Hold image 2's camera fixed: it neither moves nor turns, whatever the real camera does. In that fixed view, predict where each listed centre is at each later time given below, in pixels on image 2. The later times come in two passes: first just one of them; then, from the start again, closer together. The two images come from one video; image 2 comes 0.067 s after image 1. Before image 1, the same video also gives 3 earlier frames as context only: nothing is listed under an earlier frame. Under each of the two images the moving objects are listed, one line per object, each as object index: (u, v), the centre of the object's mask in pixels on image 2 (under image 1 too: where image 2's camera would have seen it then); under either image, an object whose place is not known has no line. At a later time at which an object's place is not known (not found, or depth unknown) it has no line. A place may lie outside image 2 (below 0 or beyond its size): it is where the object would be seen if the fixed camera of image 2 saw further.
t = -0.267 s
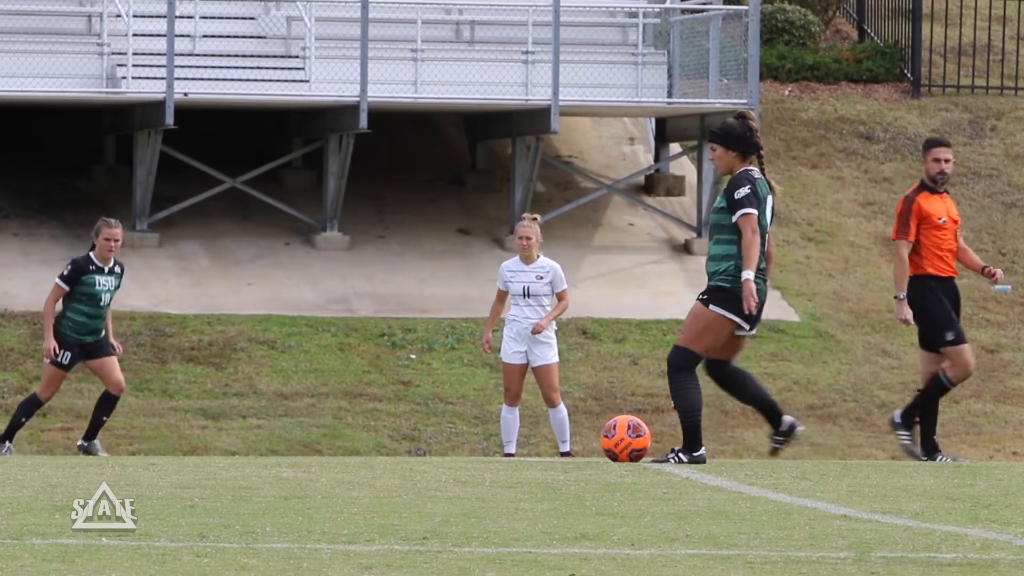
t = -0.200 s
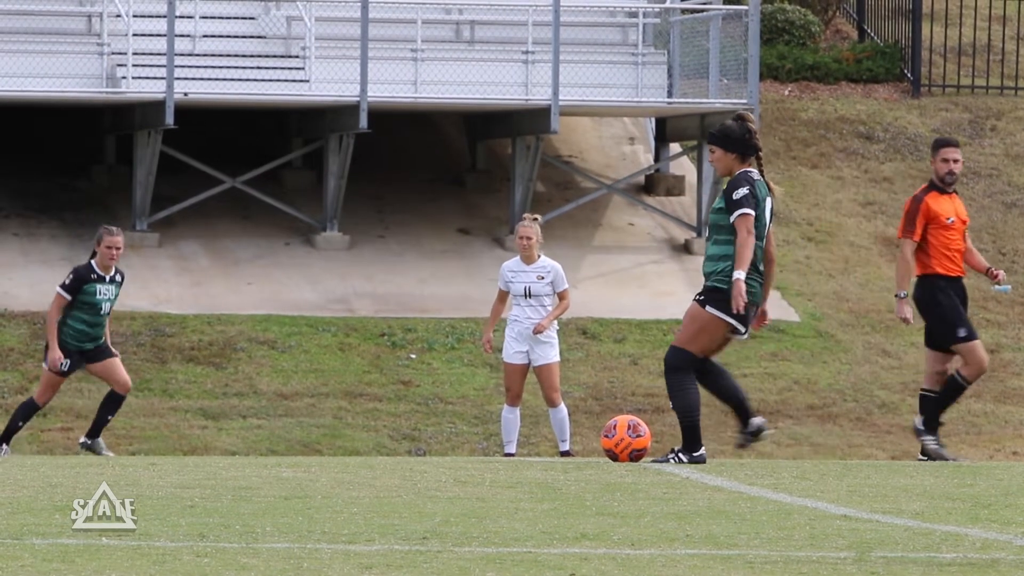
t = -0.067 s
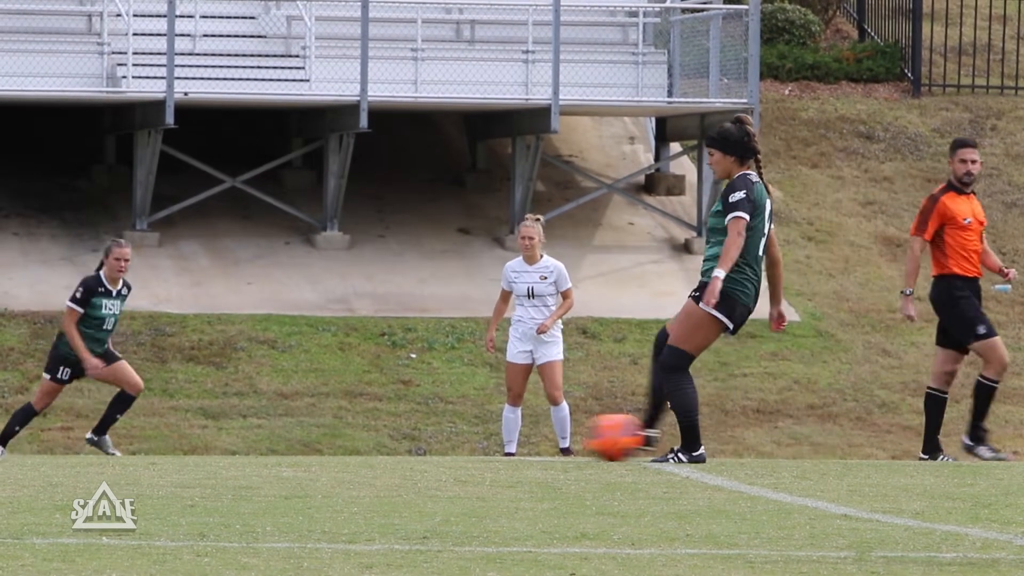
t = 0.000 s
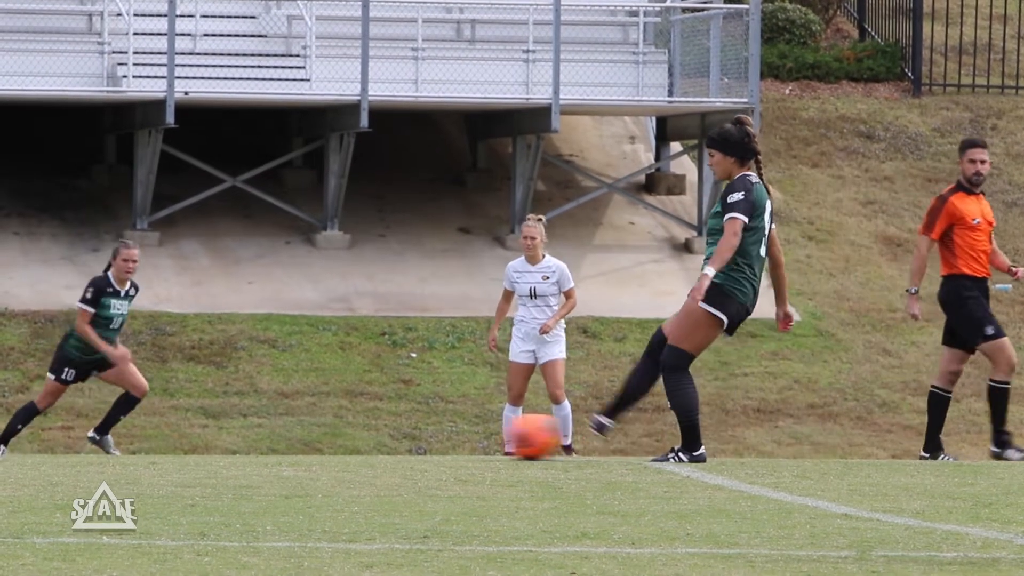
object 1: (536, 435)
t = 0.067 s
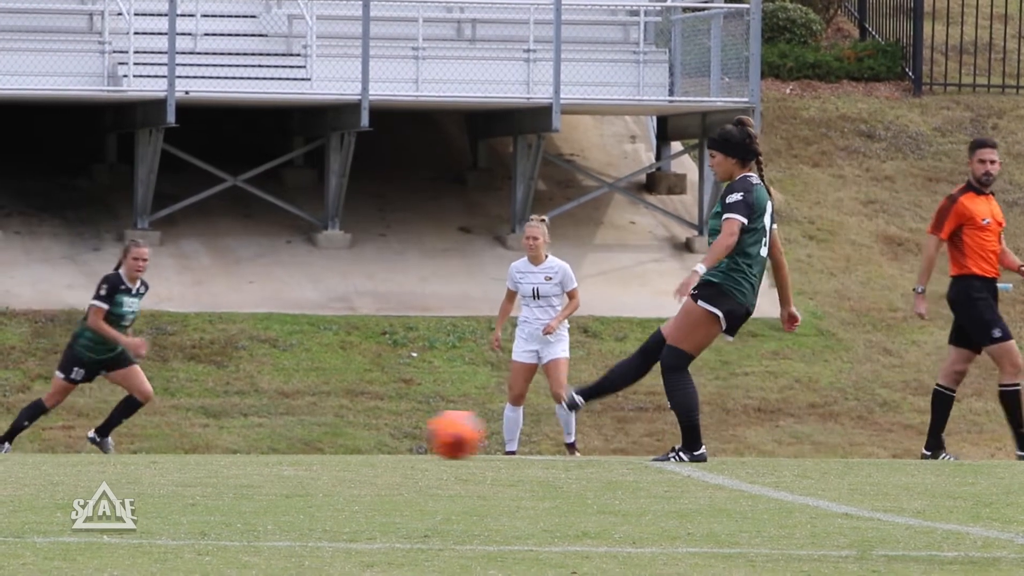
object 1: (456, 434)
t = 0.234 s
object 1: (260, 434)
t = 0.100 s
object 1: (417, 433)
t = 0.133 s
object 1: (379, 433)
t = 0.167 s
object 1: (338, 433)
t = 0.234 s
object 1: (260, 434)
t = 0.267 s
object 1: (221, 435)
